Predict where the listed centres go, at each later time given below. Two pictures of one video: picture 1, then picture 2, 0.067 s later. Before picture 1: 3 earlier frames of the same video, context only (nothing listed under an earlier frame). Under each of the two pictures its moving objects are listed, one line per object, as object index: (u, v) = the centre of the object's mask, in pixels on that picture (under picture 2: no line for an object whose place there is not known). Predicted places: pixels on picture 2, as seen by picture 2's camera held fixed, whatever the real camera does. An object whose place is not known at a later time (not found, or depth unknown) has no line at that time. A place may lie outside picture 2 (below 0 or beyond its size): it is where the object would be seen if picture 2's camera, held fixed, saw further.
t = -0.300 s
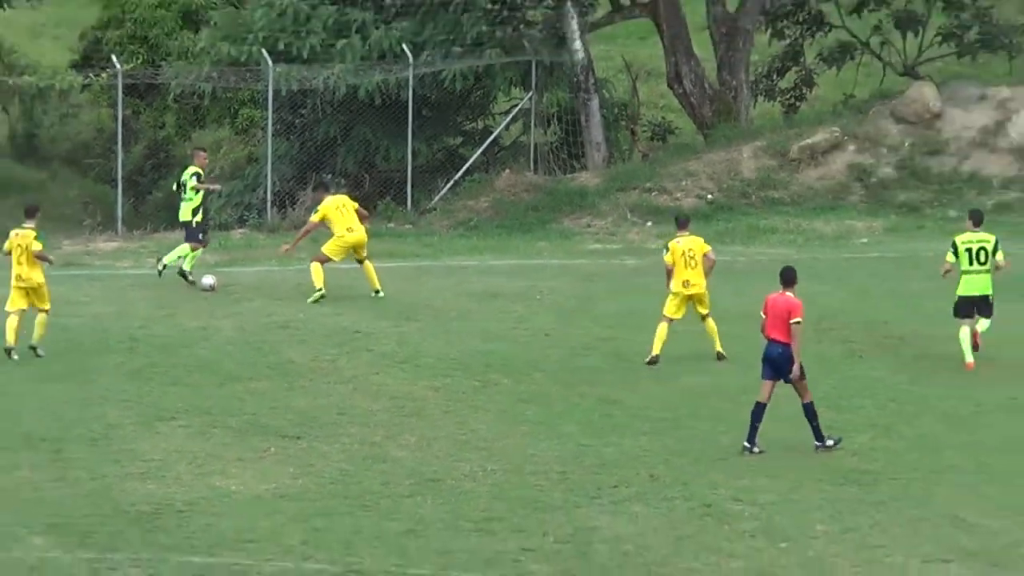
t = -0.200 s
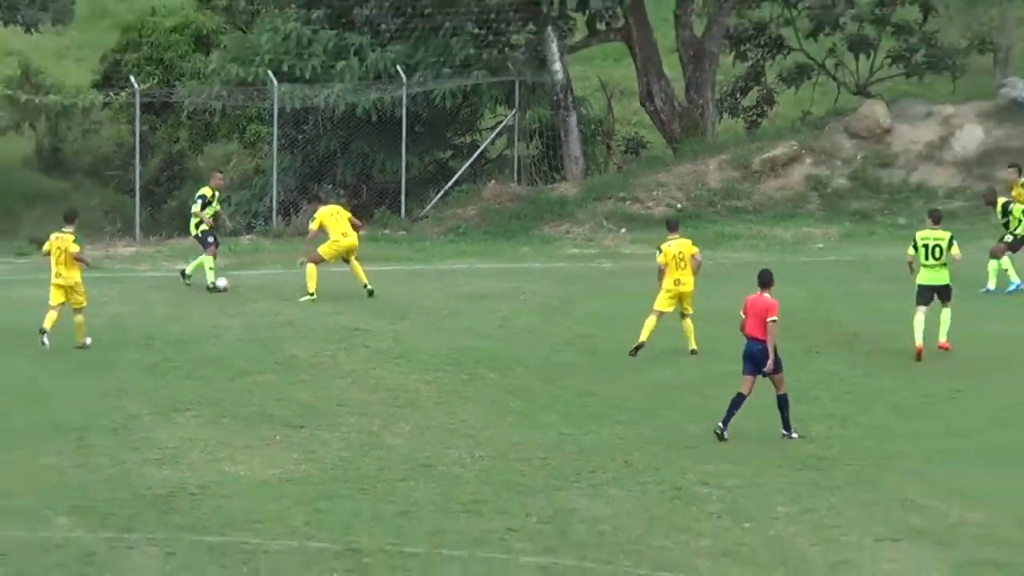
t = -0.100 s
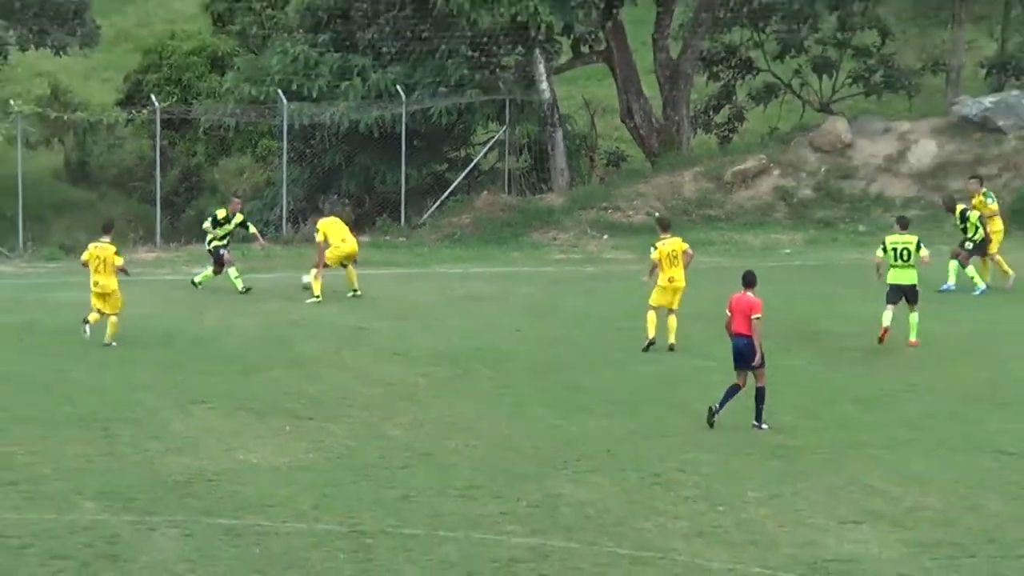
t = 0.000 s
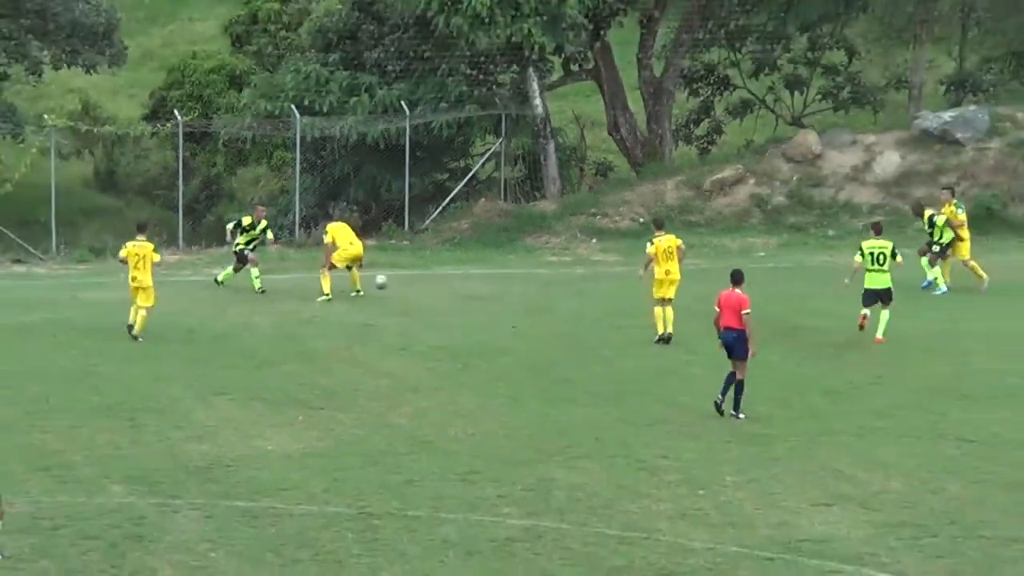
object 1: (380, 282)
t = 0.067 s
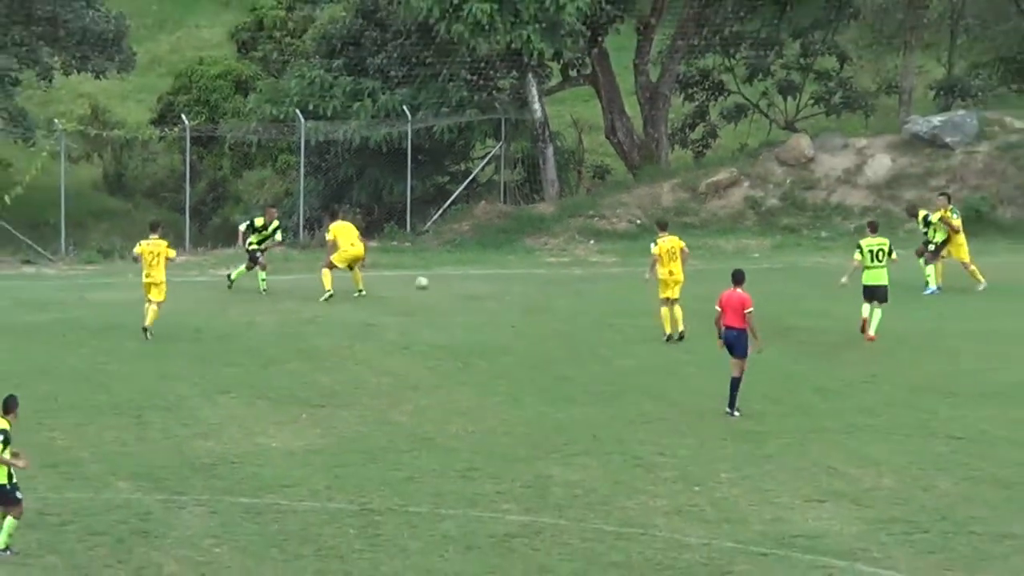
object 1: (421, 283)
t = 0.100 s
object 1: (438, 281)
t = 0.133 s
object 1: (456, 280)
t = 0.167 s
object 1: (472, 280)
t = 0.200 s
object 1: (487, 280)
